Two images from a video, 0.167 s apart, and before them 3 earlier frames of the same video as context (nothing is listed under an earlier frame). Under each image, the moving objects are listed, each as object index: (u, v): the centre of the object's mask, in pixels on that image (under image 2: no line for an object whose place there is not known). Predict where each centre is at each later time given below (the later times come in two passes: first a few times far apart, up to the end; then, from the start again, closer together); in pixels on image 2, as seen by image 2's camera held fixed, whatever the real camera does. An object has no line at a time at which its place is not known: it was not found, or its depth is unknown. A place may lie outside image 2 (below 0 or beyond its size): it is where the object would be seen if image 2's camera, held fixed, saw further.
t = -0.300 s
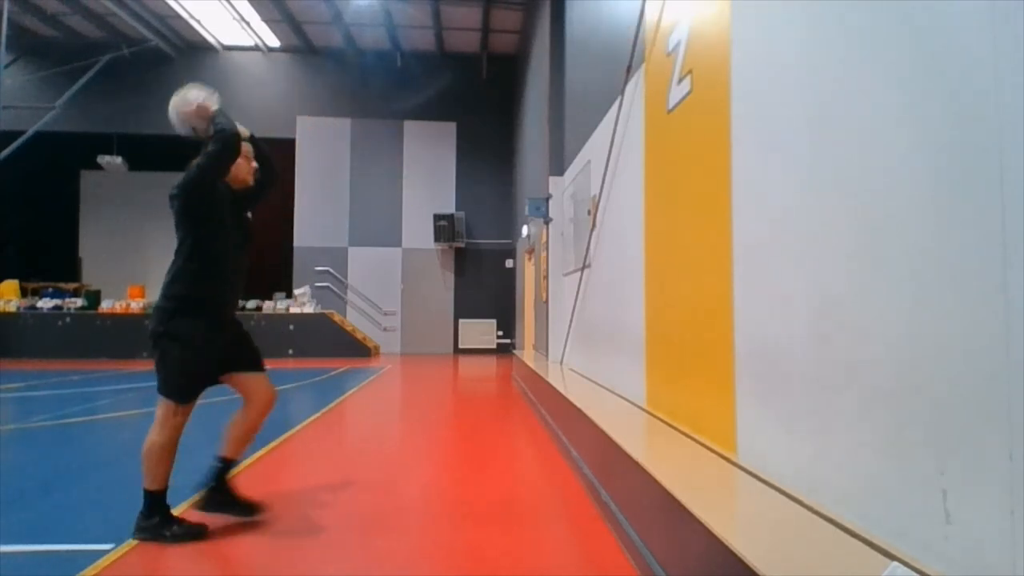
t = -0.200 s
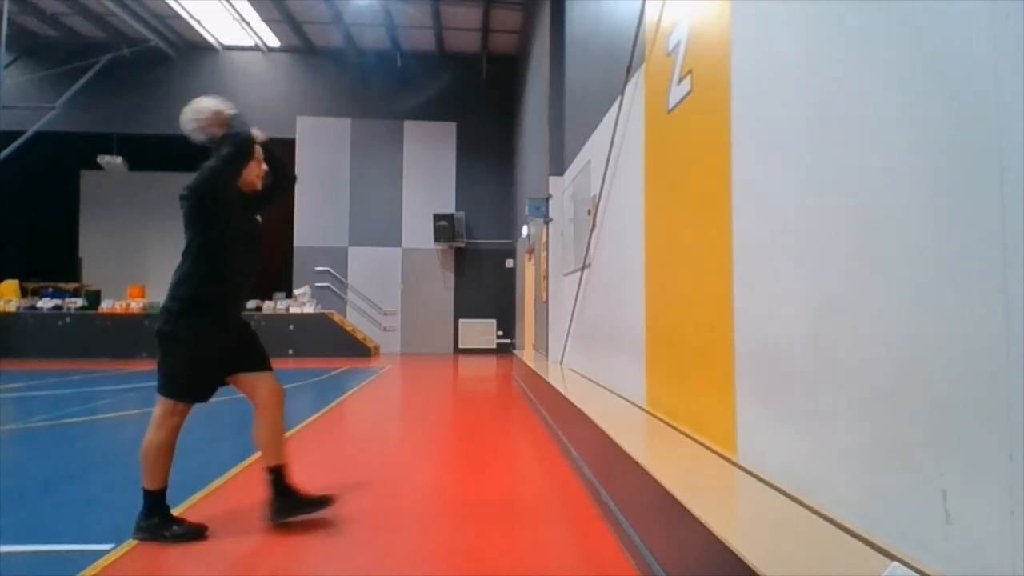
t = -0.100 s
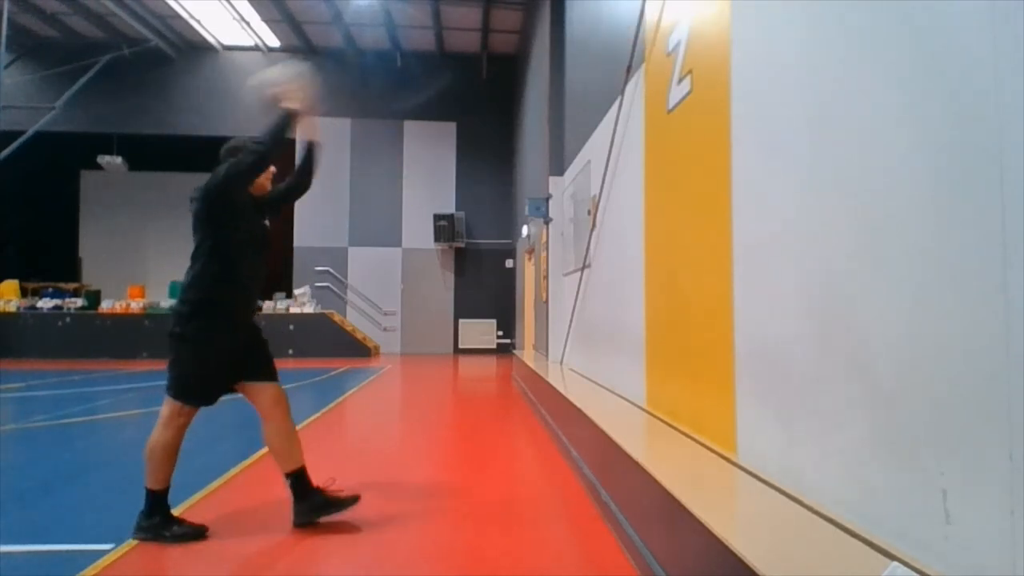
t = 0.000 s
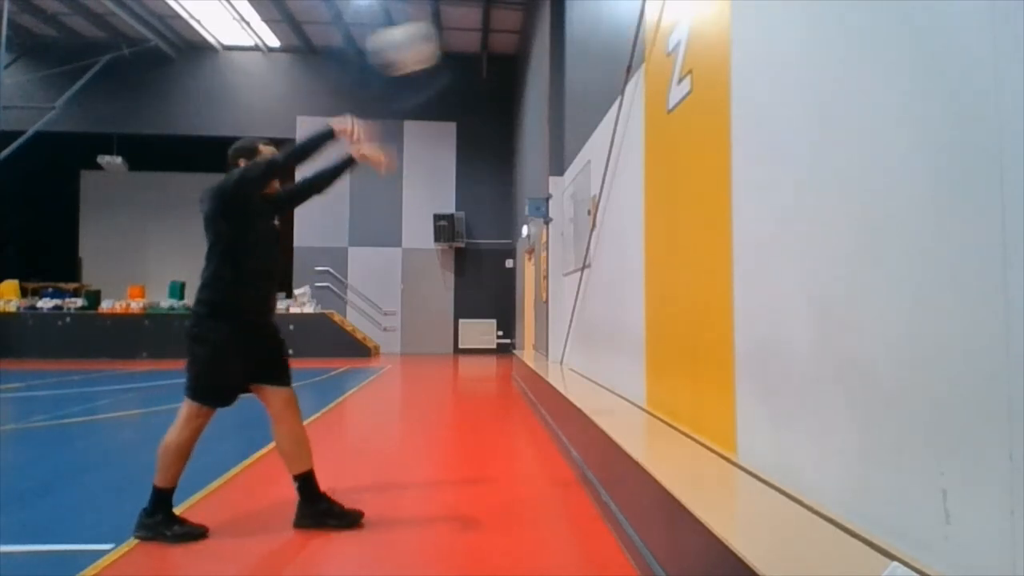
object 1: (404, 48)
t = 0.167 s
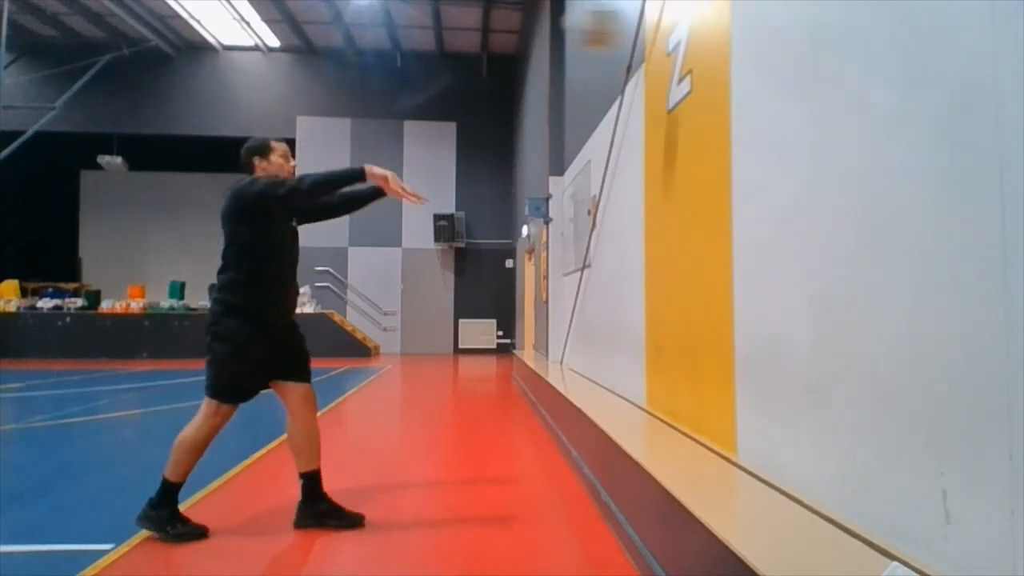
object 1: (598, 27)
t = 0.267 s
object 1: (631, 31)
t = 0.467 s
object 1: (453, 72)
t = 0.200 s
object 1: (636, 28)
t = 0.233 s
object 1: (656, 29)
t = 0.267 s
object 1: (631, 31)
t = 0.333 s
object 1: (570, 36)
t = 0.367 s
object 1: (540, 41)
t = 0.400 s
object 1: (512, 49)
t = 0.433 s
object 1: (484, 59)
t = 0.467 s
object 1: (453, 72)
